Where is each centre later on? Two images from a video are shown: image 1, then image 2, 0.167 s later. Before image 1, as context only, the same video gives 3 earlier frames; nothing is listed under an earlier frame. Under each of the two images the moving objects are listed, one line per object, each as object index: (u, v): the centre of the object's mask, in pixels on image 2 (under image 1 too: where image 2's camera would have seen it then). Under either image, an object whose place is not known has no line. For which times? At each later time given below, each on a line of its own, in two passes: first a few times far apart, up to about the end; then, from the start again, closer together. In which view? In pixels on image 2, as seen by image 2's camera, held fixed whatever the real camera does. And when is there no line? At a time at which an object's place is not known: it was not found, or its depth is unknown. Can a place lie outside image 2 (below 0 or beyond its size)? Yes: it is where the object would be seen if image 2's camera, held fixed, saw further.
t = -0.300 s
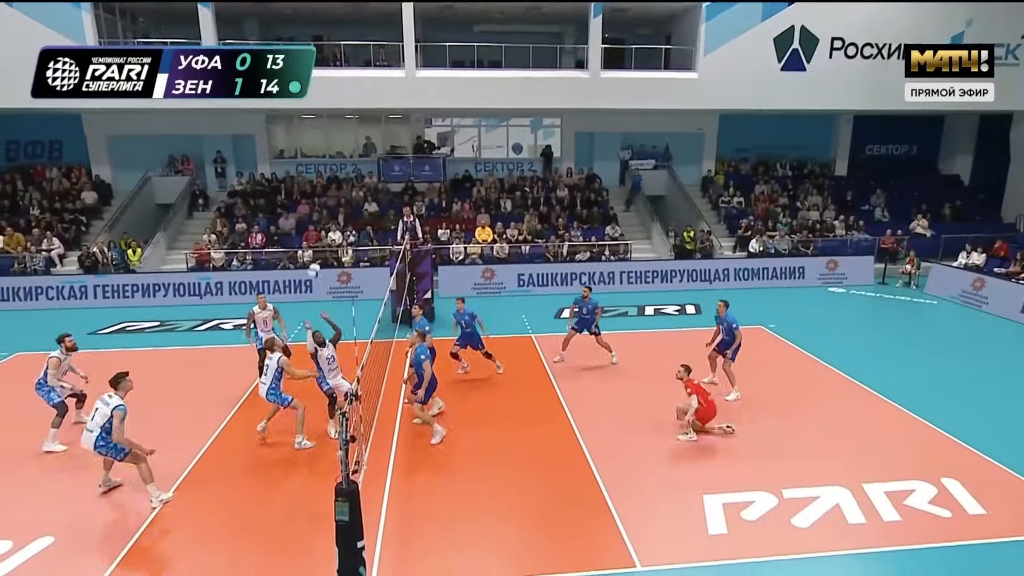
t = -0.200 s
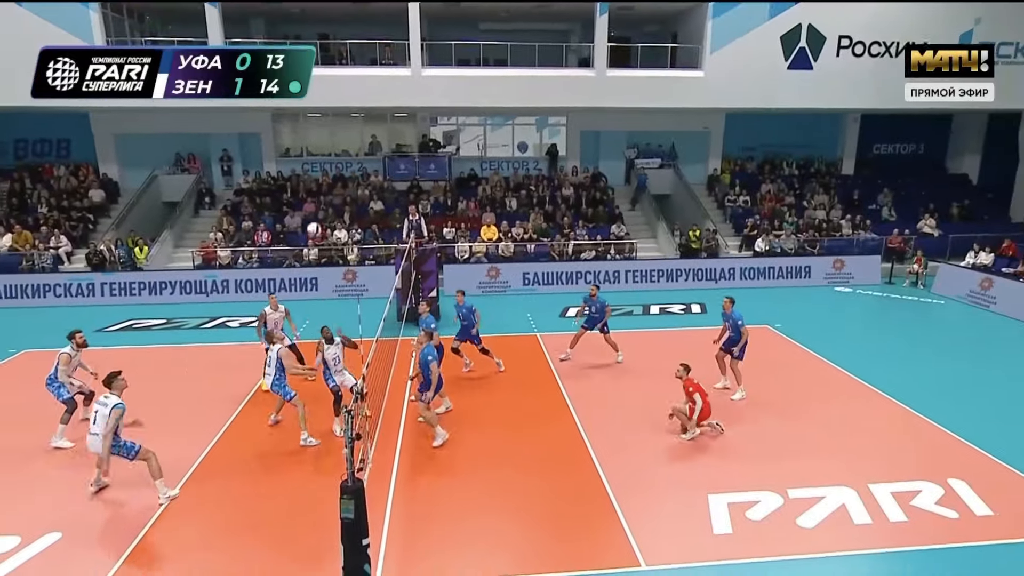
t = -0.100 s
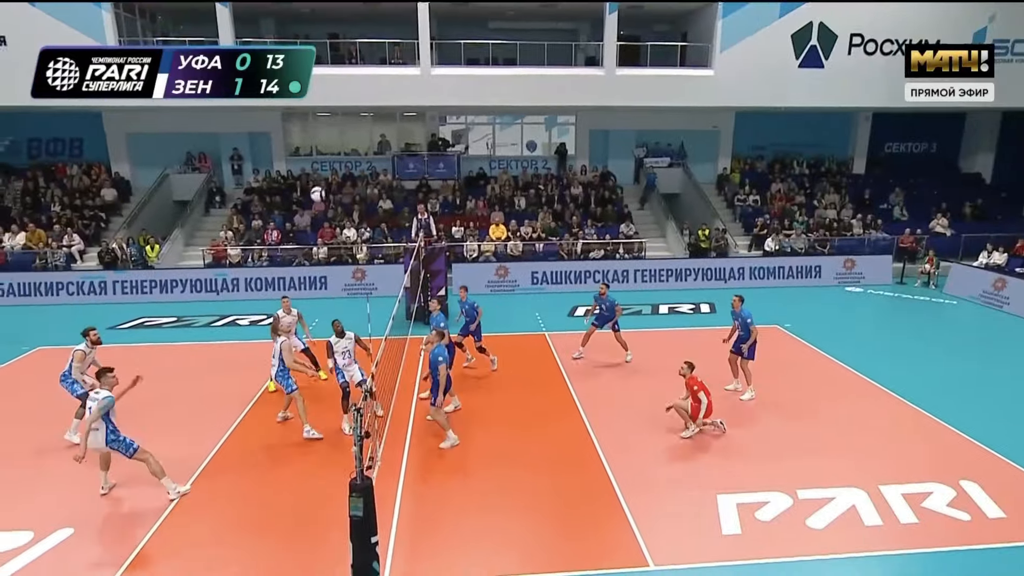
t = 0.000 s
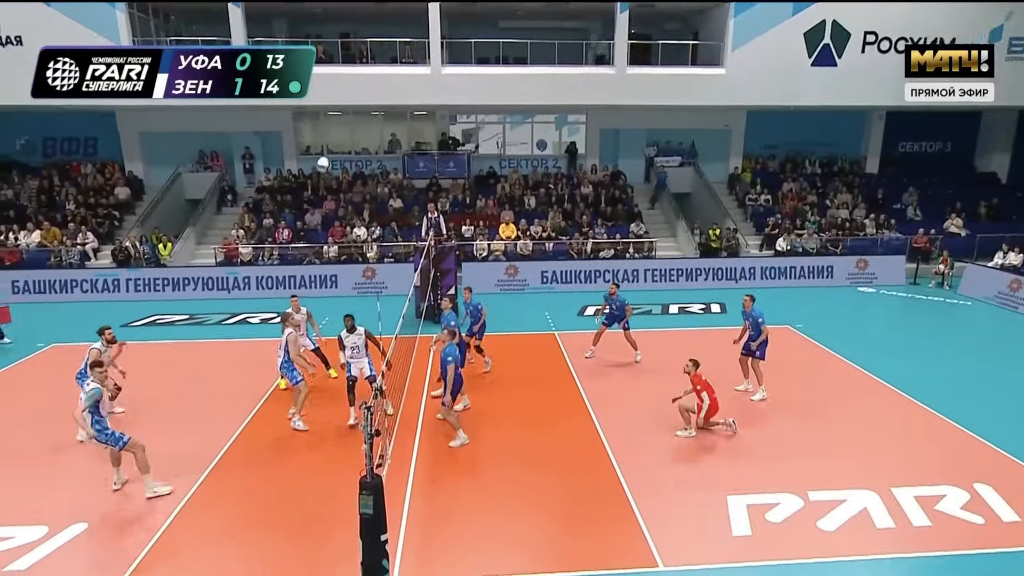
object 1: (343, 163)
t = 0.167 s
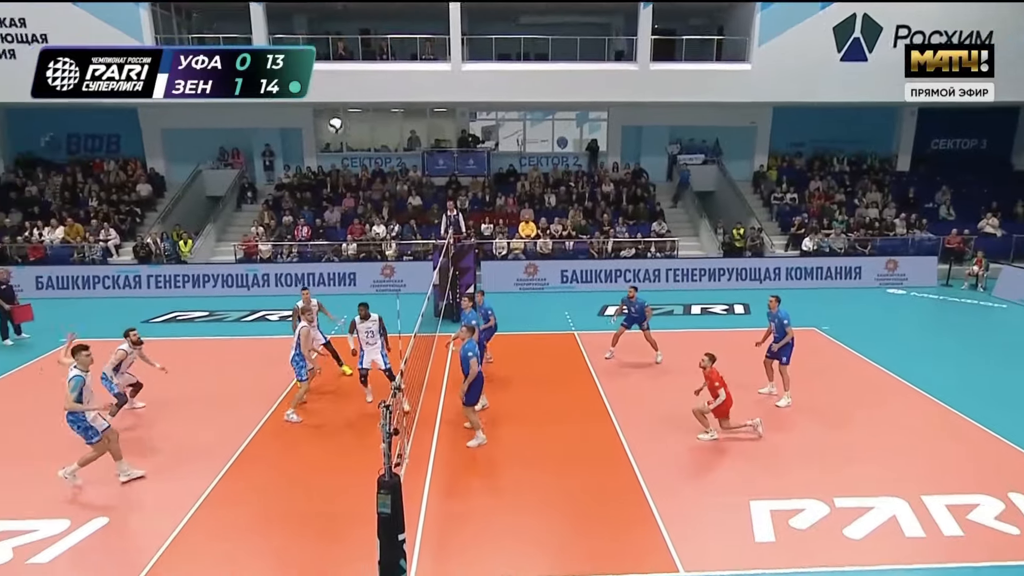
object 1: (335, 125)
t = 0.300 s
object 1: (331, 113)
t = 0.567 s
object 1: (325, 123)
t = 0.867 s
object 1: (323, 197)
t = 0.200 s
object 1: (334, 122)
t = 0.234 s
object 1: (333, 118)
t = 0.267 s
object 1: (332, 114)
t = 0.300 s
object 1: (331, 113)
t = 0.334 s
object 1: (330, 111)
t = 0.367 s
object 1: (329, 110)
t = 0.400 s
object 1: (328, 110)
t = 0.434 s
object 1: (328, 111)
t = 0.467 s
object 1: (327, 113)
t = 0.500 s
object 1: (327, 114)
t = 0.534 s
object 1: (325, 118)
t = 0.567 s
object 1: (325, 123)
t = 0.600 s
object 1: (324, 126)
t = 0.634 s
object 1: (324, 133)
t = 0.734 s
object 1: (322, 154)
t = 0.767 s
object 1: (323, 165)
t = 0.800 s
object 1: (323, 171)
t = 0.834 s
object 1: (323, 184)
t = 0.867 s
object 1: (323, 197)
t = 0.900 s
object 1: (323, 204)
